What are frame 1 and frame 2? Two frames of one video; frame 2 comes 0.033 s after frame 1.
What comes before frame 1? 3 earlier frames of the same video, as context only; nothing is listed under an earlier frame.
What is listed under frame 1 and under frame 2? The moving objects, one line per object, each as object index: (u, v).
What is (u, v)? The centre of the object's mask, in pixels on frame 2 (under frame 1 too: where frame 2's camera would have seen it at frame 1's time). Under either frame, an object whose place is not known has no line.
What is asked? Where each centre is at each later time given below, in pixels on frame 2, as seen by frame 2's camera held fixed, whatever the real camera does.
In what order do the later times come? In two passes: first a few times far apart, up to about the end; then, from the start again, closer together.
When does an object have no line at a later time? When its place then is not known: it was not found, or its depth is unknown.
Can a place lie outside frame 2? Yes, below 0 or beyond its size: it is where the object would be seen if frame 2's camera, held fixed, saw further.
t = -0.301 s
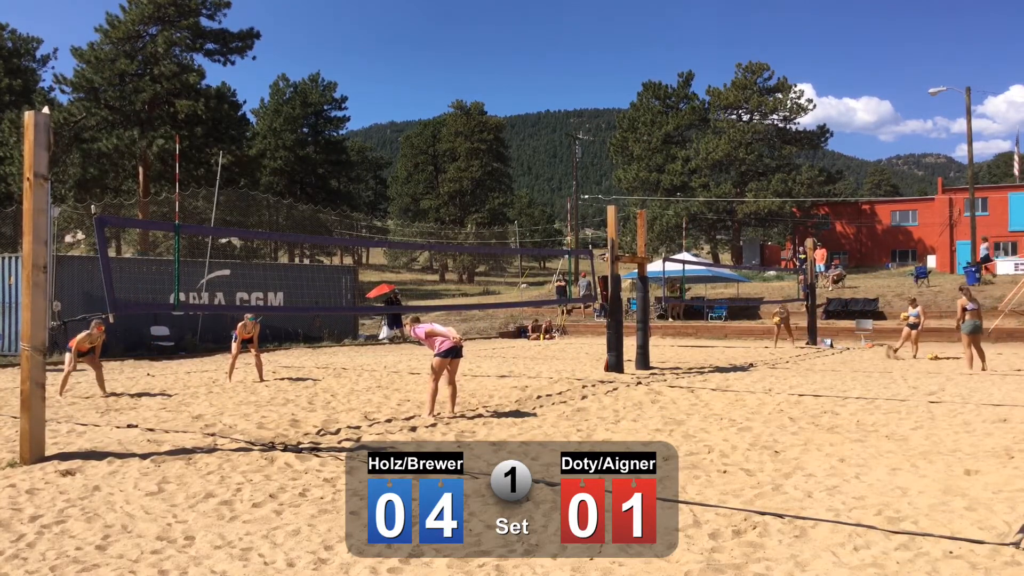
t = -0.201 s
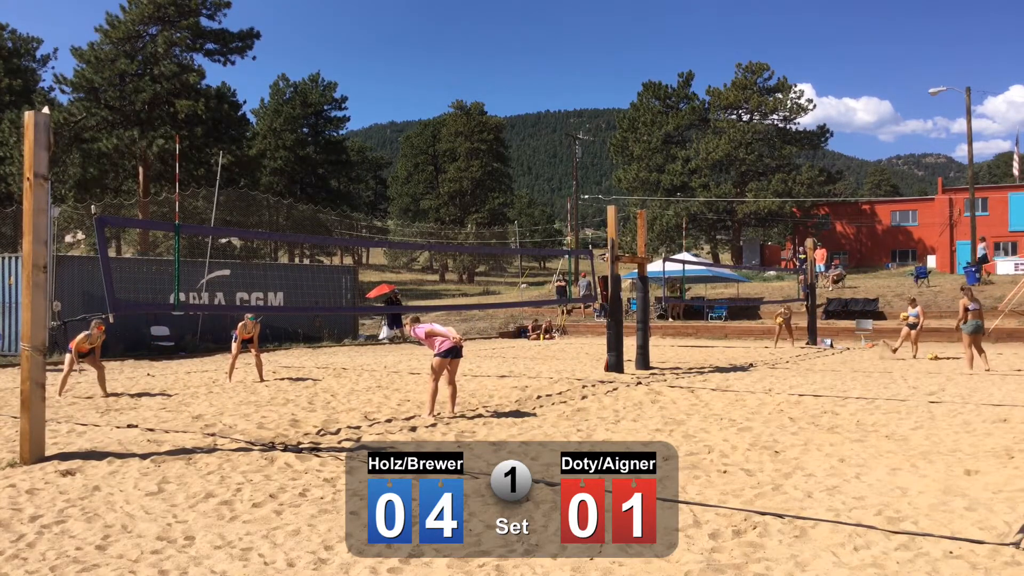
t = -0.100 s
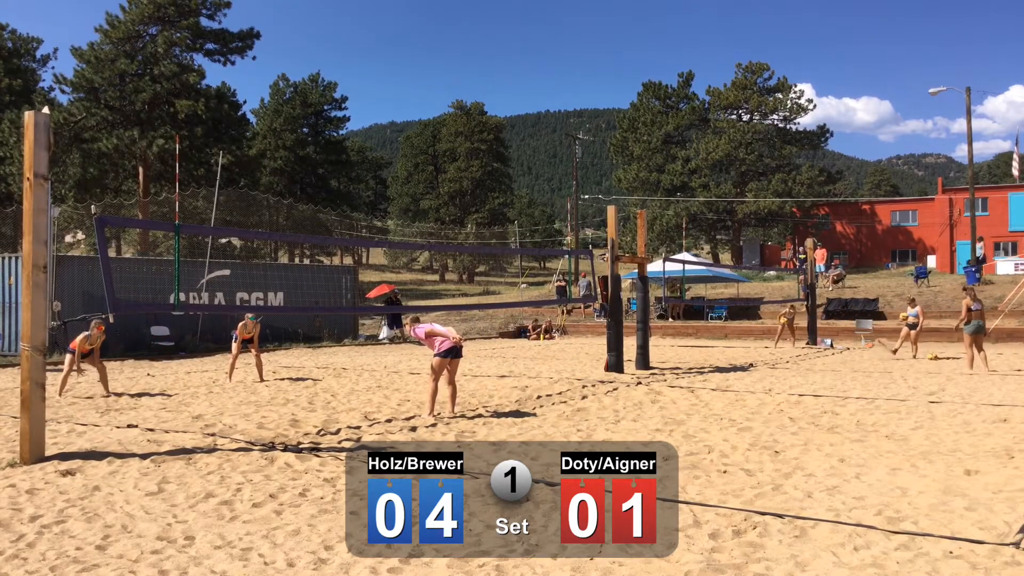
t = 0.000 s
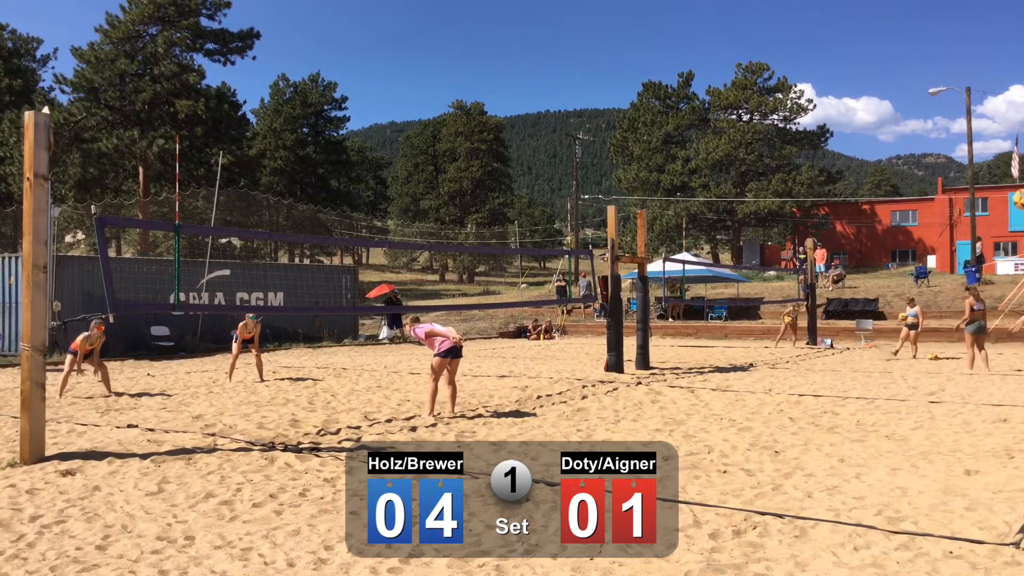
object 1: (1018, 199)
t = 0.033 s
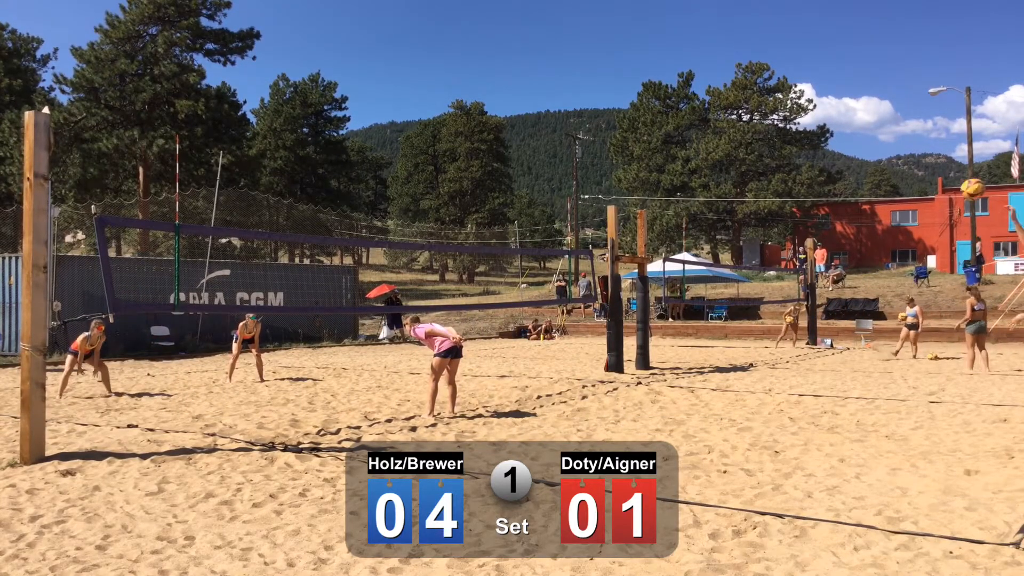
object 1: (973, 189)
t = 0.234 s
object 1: (708, 160)
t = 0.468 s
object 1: (487, 167)
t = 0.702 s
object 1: (327, 206)
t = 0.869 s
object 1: (237, 248)
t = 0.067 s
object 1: (922, 181)
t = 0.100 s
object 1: (875, 174)
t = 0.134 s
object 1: (830, 169)
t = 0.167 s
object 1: (787, 165)
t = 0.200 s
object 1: (746, 162)
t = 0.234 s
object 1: (708, 160)
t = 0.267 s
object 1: (671, 159)
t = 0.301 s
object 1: (637, 159)
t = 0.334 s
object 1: (604, 159)
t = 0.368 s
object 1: (572, 161)
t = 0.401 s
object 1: (542, 162)
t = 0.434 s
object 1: (514, 165)
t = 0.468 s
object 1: (487, 167)
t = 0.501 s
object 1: (461, 171)
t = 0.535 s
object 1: (436, 175)
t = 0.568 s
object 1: (413, 180)
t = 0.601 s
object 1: (390, 186)
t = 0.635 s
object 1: (368, 192)
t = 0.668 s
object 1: (347, 199)
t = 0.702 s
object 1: (327, 206)
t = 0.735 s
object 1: (308, 214)
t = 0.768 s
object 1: (289, 222)
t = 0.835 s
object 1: (254, 242)
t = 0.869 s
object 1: (237, 248)
